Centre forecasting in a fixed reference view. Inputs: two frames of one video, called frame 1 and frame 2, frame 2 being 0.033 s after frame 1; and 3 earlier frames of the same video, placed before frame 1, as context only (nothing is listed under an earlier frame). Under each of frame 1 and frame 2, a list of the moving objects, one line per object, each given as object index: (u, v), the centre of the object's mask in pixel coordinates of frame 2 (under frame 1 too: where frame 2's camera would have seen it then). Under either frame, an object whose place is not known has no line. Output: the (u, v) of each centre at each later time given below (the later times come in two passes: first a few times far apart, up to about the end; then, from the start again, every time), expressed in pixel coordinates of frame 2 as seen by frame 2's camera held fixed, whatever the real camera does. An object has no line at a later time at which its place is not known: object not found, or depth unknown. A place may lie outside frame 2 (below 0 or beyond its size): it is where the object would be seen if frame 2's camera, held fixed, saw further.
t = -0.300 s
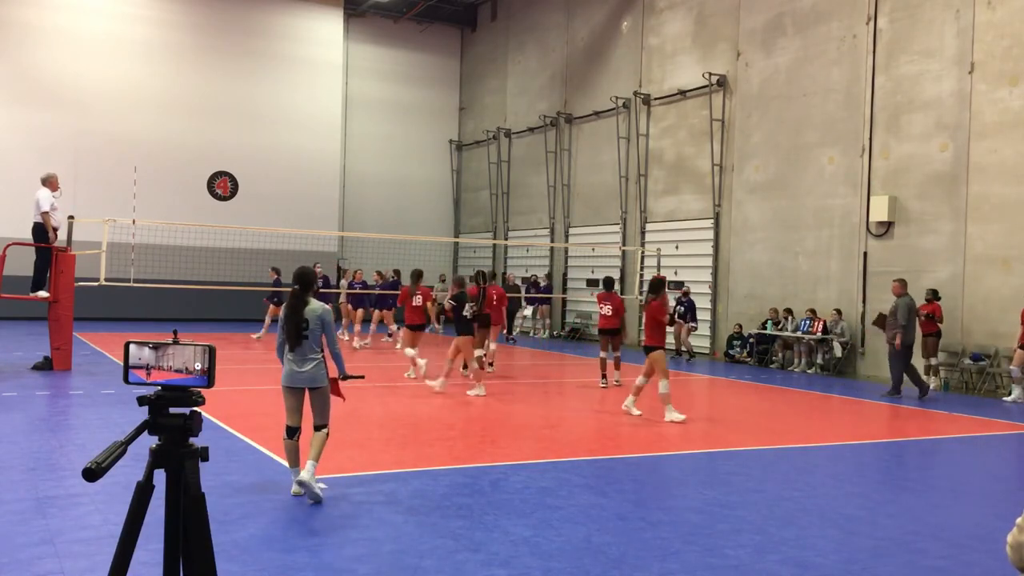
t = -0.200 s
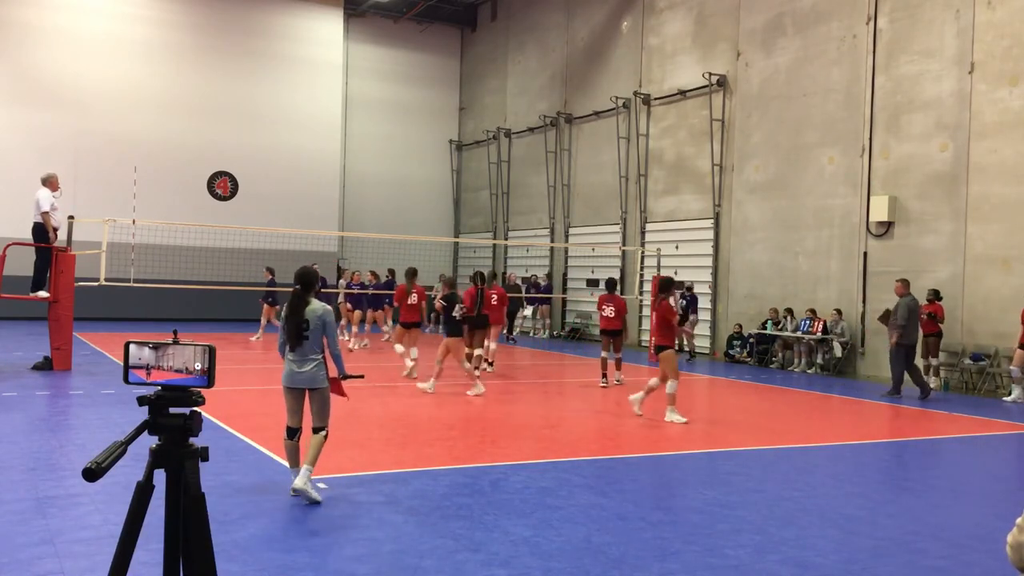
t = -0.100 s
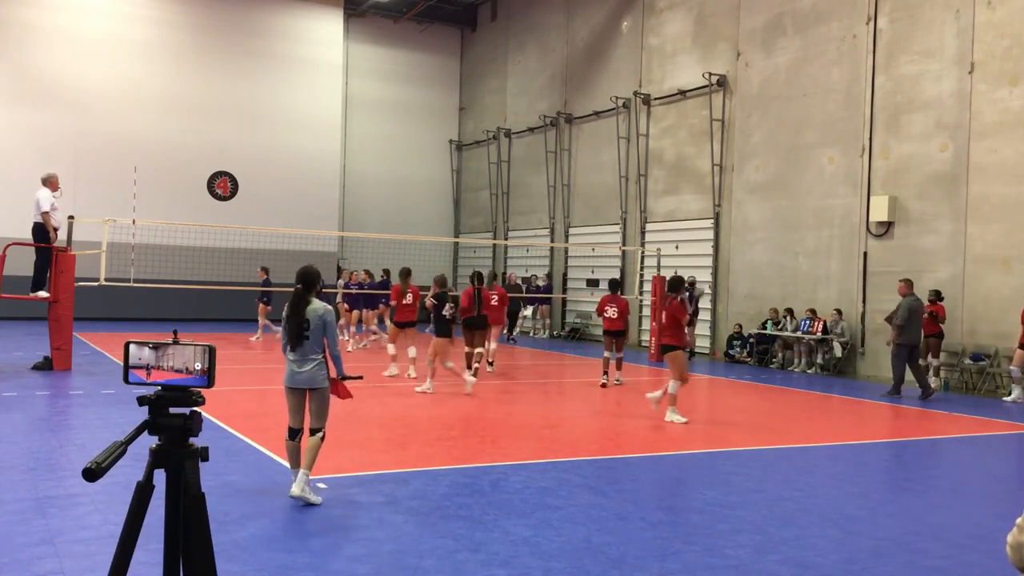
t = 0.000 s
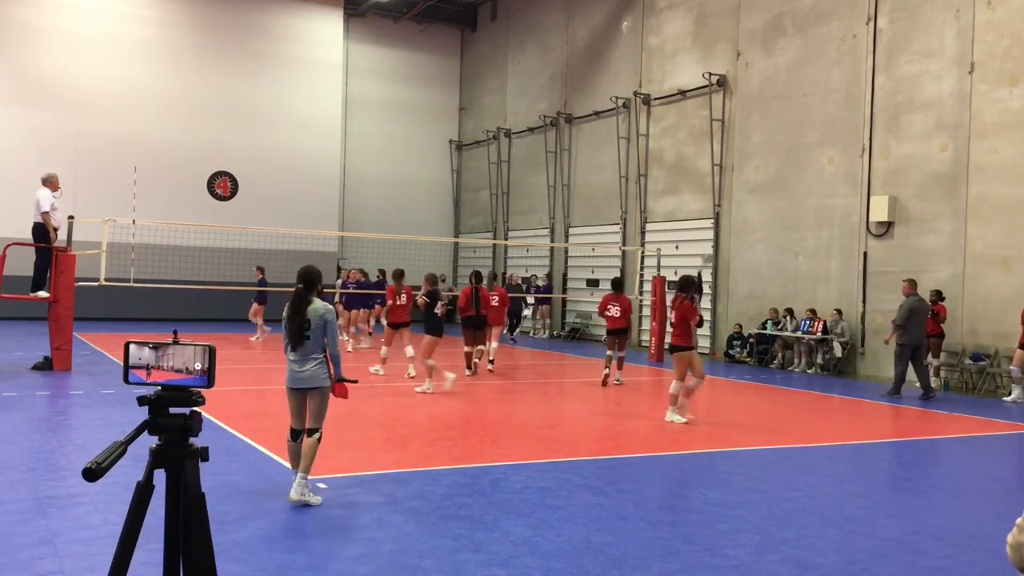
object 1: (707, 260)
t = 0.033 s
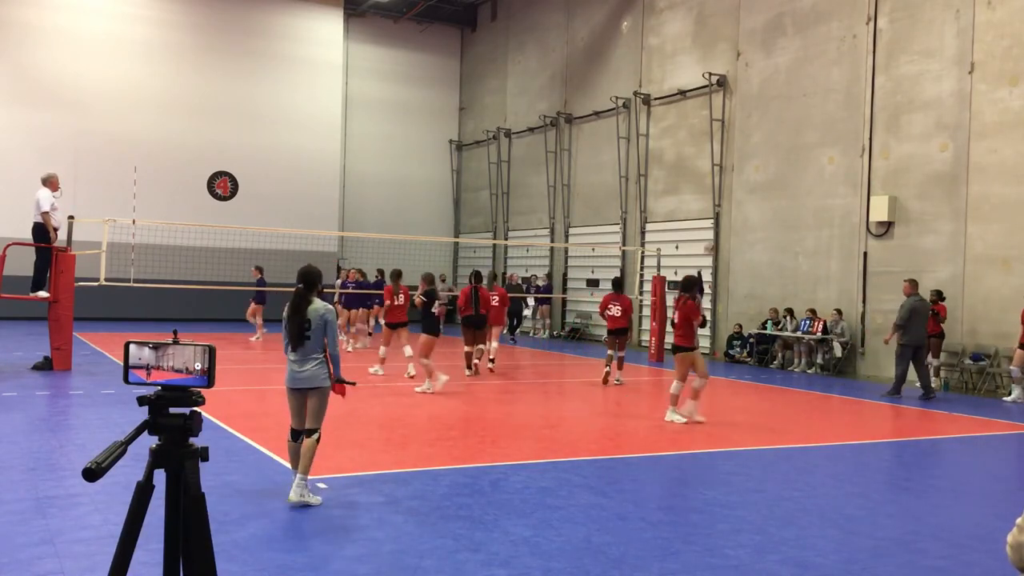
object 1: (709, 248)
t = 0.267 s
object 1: (730, 188)
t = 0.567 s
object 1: (755, 150)
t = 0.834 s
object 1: (780, 161)
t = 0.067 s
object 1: (711, 237)
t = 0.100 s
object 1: (714, 227)
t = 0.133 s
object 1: (718, 219)
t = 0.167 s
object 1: (720, 210)
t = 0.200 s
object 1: (724, 204)
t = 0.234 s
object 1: (726, 196)
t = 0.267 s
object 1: (730, 188)
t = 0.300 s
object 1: (733, 181)
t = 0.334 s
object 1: (735, 176)
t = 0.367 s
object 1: (738, 170)
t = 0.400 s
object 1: (741, 165)
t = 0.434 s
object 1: (745, 160)
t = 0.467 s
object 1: (747, 157)
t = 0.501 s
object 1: (750, 154)
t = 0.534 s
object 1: (753, 152)
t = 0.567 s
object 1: (755, 150)
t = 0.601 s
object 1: (759, 148)
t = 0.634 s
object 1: (762, 148)
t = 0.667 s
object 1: (765, 148)
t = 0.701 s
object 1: (768, 149)
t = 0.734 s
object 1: (771, 151)
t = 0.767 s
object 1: (774, 154)
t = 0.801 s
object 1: (777, 157)
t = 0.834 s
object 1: (780, 161)
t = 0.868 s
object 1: (783, 166)
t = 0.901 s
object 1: (786, 171)
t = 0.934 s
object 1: (789, 178)
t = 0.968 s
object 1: (793, 185)
